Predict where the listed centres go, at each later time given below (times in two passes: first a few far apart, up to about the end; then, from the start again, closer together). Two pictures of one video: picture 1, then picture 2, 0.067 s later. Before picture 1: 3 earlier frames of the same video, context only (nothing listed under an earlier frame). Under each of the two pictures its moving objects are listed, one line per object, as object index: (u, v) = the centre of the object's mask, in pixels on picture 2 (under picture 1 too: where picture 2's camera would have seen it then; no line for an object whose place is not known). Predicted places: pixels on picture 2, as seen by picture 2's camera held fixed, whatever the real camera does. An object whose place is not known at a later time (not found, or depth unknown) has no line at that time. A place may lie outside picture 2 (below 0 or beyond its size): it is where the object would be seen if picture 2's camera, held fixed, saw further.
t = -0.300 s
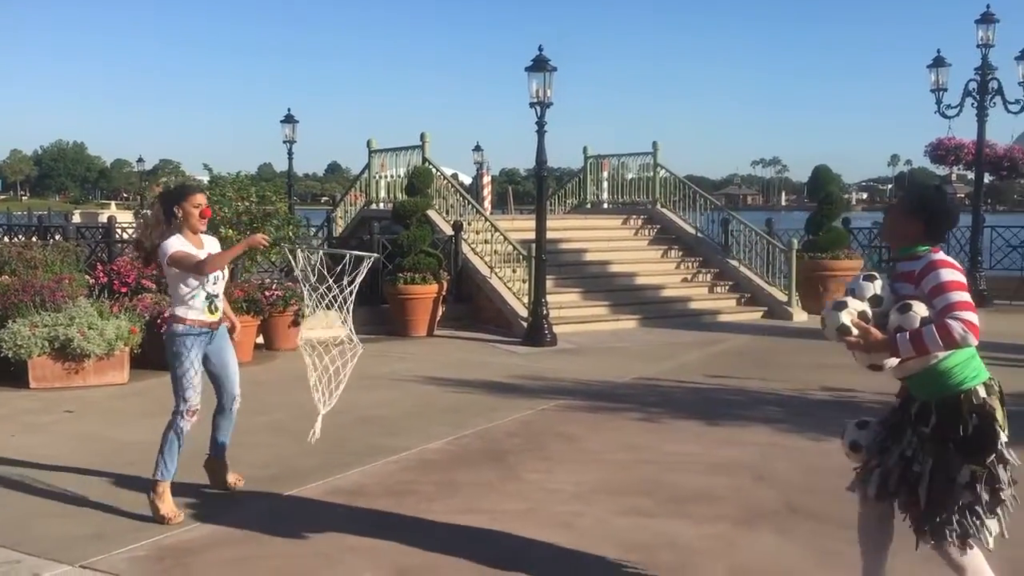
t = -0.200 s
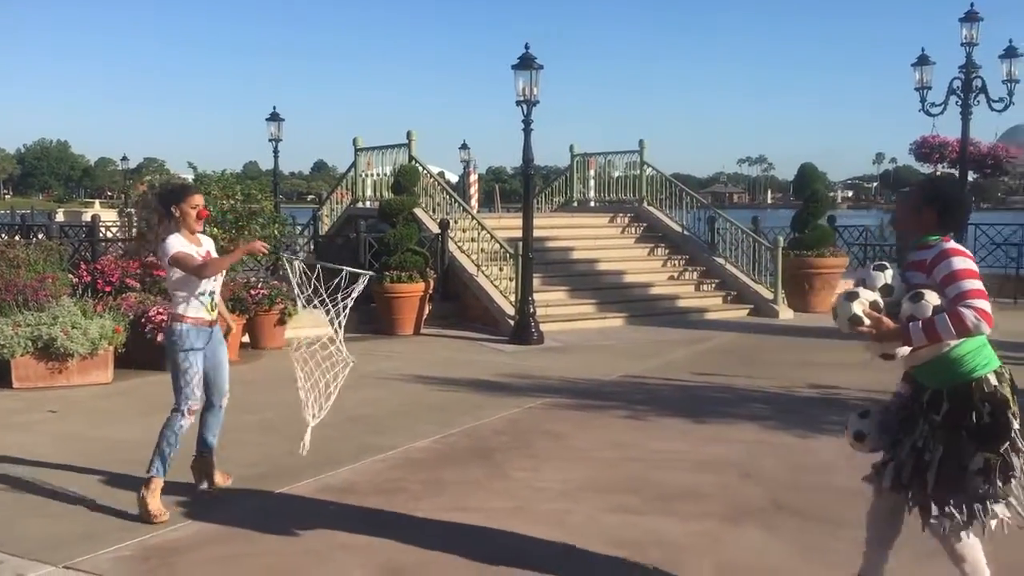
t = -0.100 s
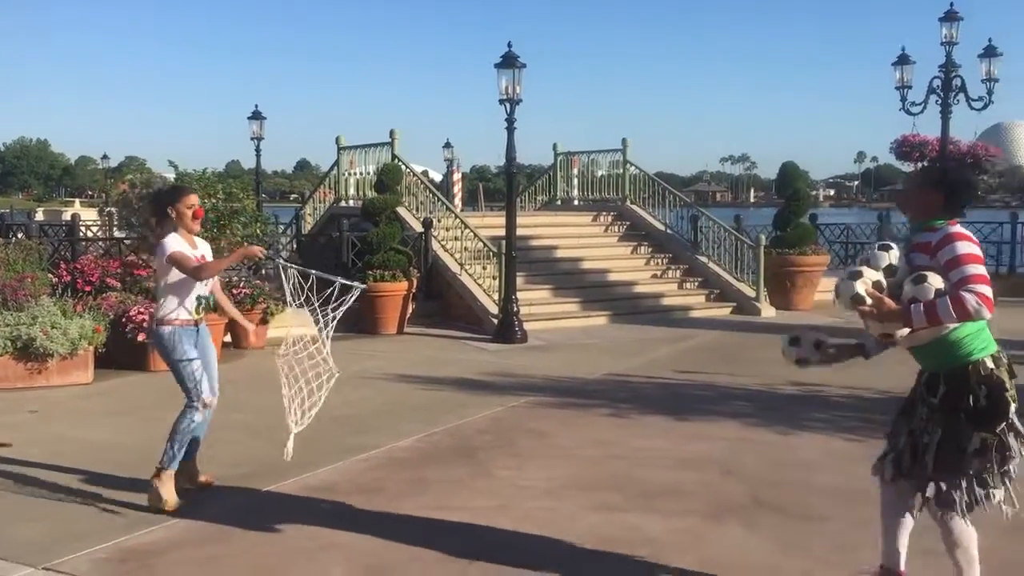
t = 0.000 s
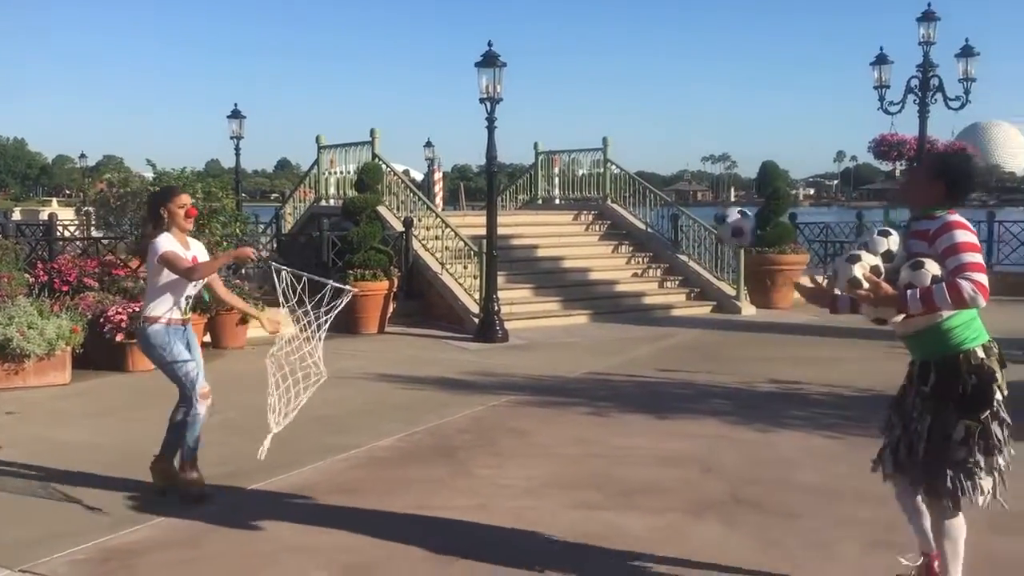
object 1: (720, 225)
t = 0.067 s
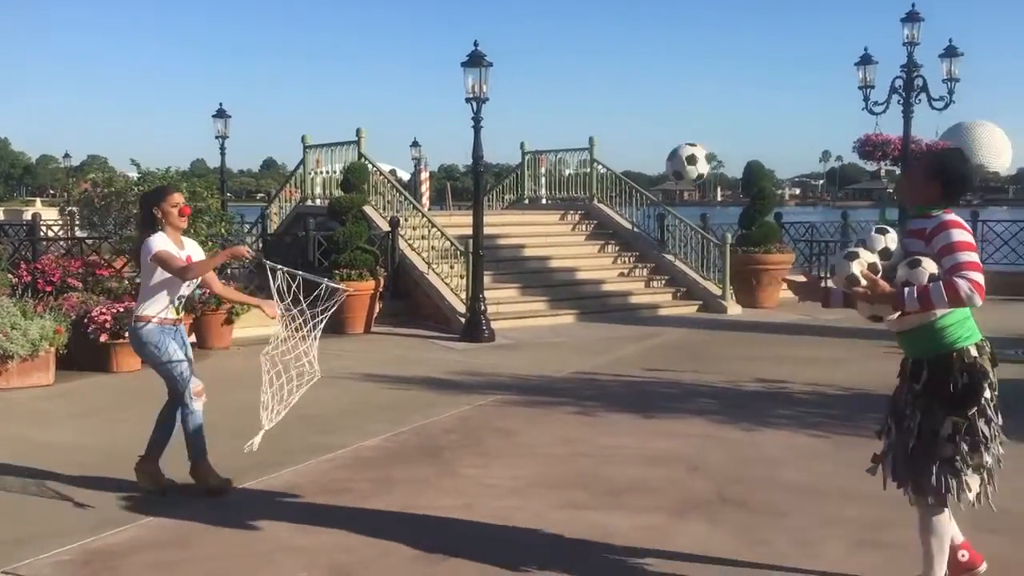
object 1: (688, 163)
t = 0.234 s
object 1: (608, 53)
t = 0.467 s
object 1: (506, 12)
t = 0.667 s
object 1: (427, 65)
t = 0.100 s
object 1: (672, 136)
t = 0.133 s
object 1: (655, 111)
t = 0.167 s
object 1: (639, 90)
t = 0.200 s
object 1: (624, 70)
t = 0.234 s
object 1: (608, 53)
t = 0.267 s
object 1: (593, 38)
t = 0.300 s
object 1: (578, 27)
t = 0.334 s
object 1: (563, 18)
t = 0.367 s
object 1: (549, 15)
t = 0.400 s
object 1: (534, 13)
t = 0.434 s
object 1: (520, 12)
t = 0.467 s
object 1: (506, 12)
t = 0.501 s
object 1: (492, 15)
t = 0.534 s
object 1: (479, 18)
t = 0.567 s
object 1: (466, 26)
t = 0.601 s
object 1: (453, 37)
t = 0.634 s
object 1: (440, 50)
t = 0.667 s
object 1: (427, 65)
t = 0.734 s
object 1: (402, 102)
